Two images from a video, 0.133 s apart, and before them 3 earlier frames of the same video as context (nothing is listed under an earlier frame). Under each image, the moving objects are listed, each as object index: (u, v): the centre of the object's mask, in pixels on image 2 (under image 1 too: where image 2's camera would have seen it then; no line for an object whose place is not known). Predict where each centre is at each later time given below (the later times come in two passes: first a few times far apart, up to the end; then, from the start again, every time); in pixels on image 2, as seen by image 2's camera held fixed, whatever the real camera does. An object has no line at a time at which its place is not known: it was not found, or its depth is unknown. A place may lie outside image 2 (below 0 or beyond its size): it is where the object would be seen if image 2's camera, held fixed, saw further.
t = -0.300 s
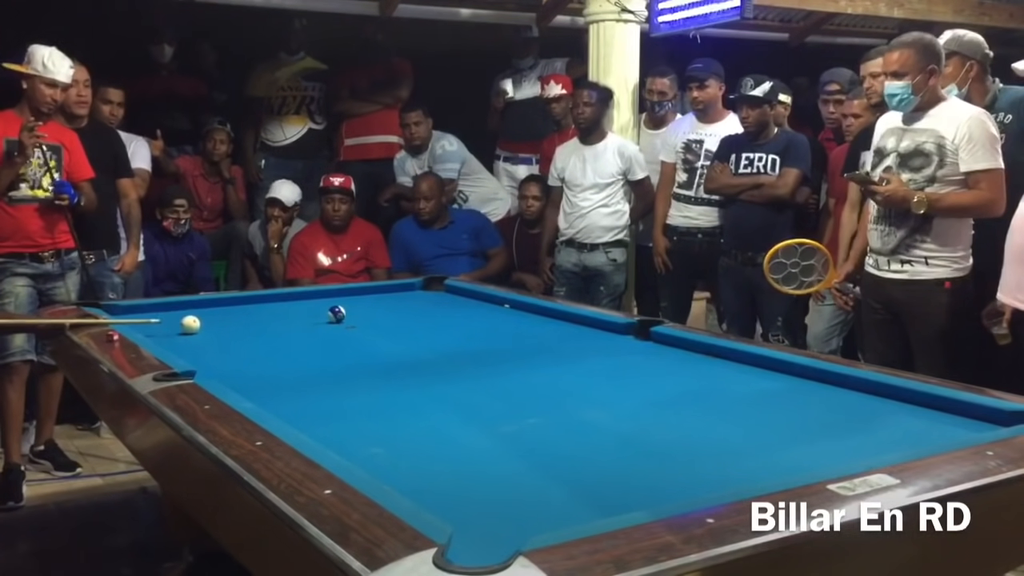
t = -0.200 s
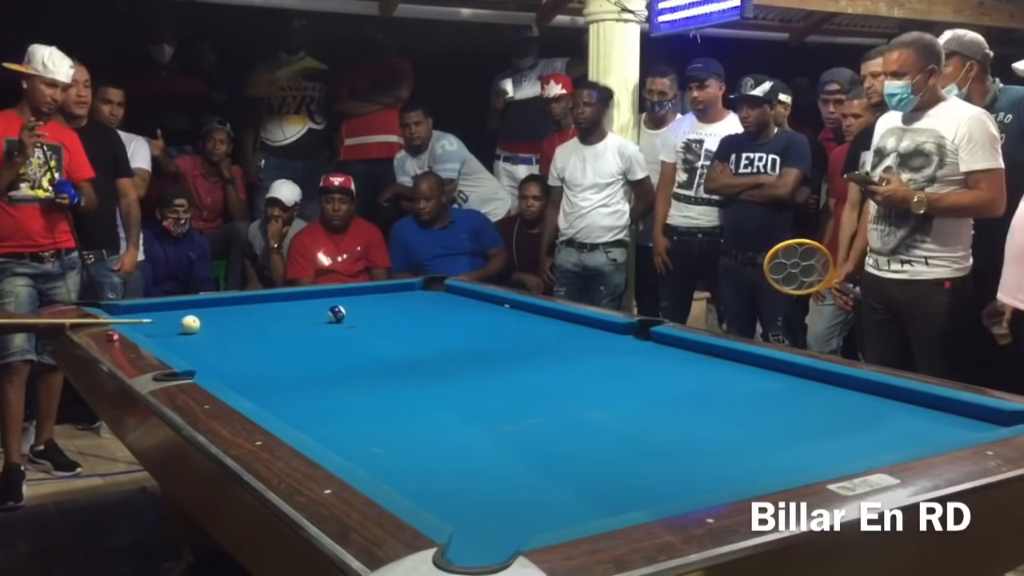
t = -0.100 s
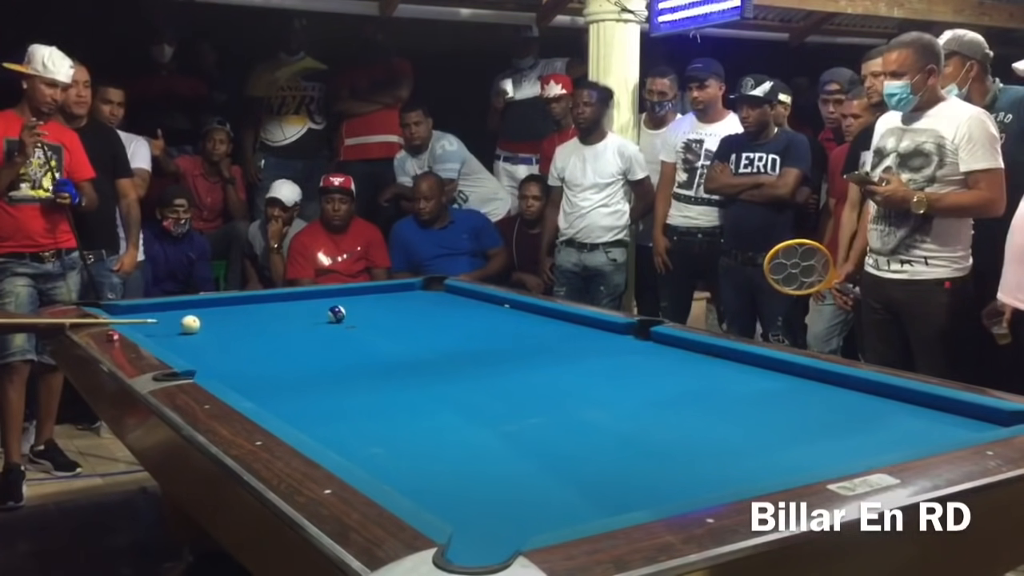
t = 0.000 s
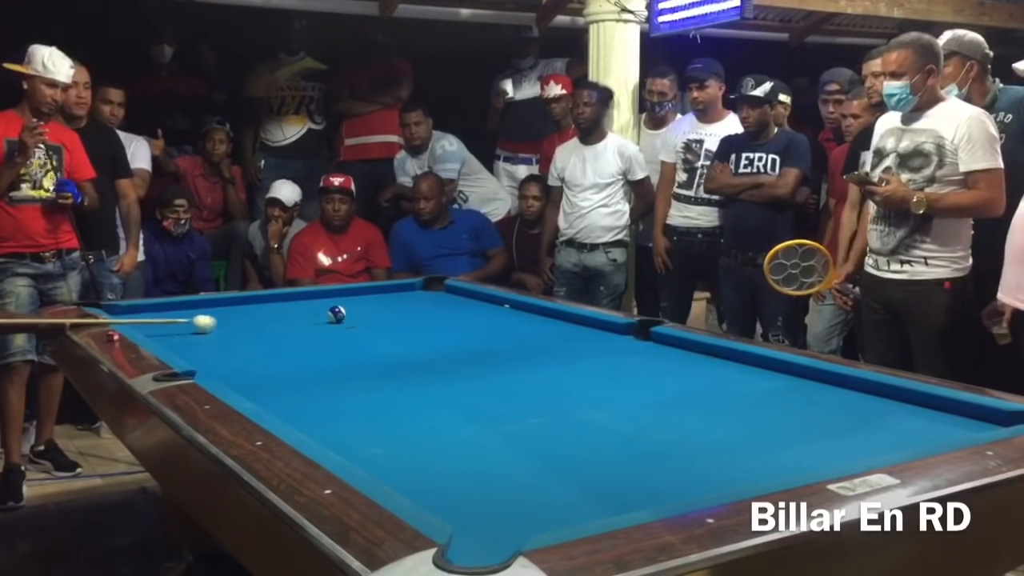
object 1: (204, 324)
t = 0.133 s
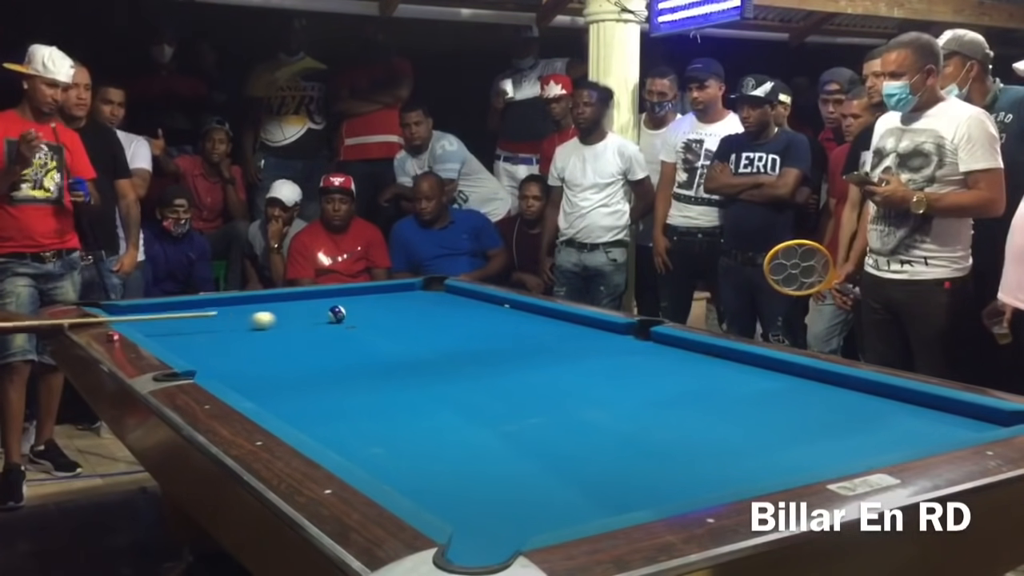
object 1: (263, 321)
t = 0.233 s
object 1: (306, 318)
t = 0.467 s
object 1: (385, 318)
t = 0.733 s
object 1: (469, 319)
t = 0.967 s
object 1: (541, 320)
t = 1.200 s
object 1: (579, 323)
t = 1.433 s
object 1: (563, 331)
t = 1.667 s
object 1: (546, 339)
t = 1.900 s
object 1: (529, 347)
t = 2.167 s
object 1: (508, 358)
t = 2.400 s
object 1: (489, 366)
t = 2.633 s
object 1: (469, 376)
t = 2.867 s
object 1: (447, 385)
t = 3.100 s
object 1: (426, 395)
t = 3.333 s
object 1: (403, 404)
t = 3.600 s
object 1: (377, 416)
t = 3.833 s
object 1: (353, 425)
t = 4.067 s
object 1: (331, 435)
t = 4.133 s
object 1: (325, 435)
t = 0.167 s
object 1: (277, 320)
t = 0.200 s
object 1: (292, 319)
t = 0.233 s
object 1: (306, 318)
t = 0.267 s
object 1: (320, 317)
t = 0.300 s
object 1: (332, 317)
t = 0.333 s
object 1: (342, 317)
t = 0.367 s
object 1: (353, 317)
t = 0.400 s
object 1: (365, 317)
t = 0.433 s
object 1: (374, 318)
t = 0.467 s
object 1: (385, 318)
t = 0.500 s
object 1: (396, 318)
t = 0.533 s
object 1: (406, 318)
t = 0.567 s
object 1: (417, 318)
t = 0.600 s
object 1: (427, 318)
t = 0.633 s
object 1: (438, 319)
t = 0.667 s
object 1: (448, 319)
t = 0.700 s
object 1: (459, 319)
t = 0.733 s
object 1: (469, 319)
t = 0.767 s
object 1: (479, 319)
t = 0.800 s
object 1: (490, 319)
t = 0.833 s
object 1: (500, 319)
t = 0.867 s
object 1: (511, 319)
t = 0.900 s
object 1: (521, 319)
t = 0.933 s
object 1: (531, 320)
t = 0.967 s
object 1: (541, 320)
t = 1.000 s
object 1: (551, 320)
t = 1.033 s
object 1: (562, 320)
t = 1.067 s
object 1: (572, 320)
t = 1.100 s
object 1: (582, 320)
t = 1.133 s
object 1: (582, 321)
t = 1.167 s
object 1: (580, 322)
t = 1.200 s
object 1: (579, 323)
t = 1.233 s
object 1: (576, 325)
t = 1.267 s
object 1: (574, 326)
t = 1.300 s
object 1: (572, 327)
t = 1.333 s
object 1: (570, 328)
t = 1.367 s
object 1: (567, 329)
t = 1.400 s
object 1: (565, 330)
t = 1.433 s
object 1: (563, 331)
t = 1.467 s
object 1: (561, 332)
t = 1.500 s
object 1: (558, 333)
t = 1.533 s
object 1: (556, 334)
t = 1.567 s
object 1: (554, 336)
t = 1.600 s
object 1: (551, 337)
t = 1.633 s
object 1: (549, 338)
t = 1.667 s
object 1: (546, 339)
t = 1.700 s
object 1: (544, 340)
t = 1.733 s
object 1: (542, 342)
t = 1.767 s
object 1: (539, 343)
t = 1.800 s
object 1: (537, 344)
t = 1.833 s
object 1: (534, 345)
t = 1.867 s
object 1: (531, 346)
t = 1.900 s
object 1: (529, 347)
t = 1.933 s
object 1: (527, 349)
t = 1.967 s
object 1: (524, 350)
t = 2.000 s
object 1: (522, 351)
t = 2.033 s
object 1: (519, 352)
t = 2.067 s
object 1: (516, 354)
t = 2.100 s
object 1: (514, 355)
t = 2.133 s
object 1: (511, 356)
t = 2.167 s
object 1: (508, 358)
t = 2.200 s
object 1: (505, 359)
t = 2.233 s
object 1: (503, 360)
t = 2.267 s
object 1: (500, 361)
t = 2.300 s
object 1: (498, 363)
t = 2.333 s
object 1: (494, 364)
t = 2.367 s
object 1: (492, 365)
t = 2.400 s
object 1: (489, 366)
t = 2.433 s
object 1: (486, 368)
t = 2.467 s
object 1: (483, 369)
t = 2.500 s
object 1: (480, 371)
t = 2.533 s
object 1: (477, 372)
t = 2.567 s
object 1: (475, 373)
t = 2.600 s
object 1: (472, 375)
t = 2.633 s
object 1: (469, 376)
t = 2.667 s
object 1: (466, 377)
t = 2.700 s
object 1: (463, 379)
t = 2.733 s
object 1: (460, 380)
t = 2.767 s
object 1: (457, 381)
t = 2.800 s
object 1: (453, 383)
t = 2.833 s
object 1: (451, 384)
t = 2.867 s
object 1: (447, 385)
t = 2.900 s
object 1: (444, 387)
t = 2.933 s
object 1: (441, 388)
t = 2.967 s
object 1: (438, 389)
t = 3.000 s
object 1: (435, 391)
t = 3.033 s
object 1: (432, 392)
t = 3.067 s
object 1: (429, 393)
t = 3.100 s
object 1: (426, 395)
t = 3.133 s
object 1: (422, 396)
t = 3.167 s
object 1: (419, 398)
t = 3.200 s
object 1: (416, 399)
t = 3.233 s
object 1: (413, 400)
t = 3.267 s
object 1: (409, 402)
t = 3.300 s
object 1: (406, 403)
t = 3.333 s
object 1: (403, 404)
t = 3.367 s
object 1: (399, 406)
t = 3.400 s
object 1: (396, 408)
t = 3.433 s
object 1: (393, 409)
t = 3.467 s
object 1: (390, 410)
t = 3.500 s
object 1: (387, 411)
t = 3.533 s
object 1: (383, 413)
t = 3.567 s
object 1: (380, 415)
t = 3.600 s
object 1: (377, 416)
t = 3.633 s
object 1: (373, 417)
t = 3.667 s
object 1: (371, 419)
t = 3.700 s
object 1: (367, 420)
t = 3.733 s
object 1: (364, 421)
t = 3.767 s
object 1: (360, 423)
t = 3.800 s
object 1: (357, 424)
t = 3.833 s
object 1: (353, 425)
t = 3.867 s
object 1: (350, 427)
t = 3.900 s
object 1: (347, 428)
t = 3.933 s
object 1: (343, 430)
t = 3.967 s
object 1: (340, 431)
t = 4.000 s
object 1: (337, 432)
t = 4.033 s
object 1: (334, 434)
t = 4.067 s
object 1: (331, 435)
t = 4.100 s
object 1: (327, 435)
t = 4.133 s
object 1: (325, 435)
